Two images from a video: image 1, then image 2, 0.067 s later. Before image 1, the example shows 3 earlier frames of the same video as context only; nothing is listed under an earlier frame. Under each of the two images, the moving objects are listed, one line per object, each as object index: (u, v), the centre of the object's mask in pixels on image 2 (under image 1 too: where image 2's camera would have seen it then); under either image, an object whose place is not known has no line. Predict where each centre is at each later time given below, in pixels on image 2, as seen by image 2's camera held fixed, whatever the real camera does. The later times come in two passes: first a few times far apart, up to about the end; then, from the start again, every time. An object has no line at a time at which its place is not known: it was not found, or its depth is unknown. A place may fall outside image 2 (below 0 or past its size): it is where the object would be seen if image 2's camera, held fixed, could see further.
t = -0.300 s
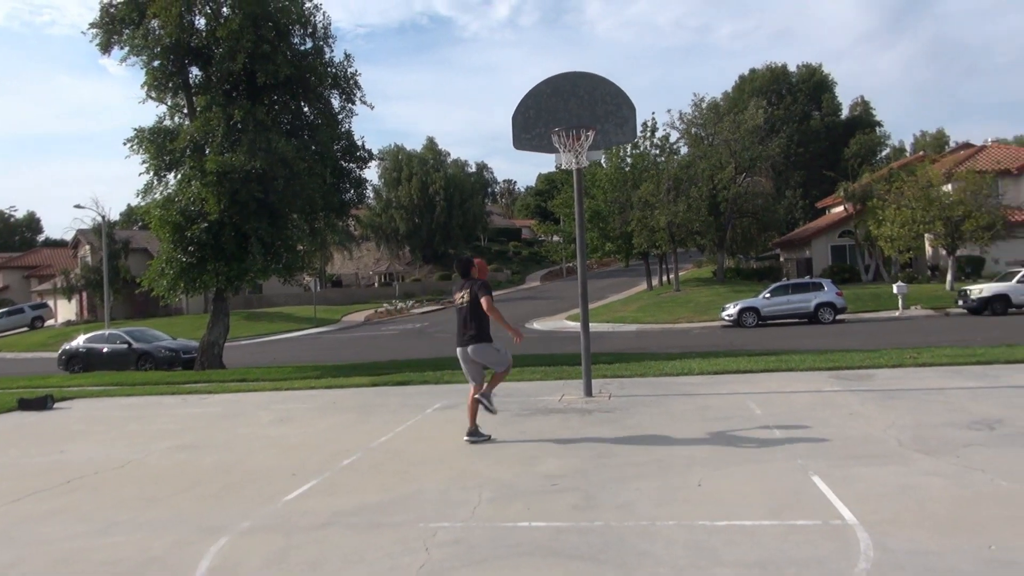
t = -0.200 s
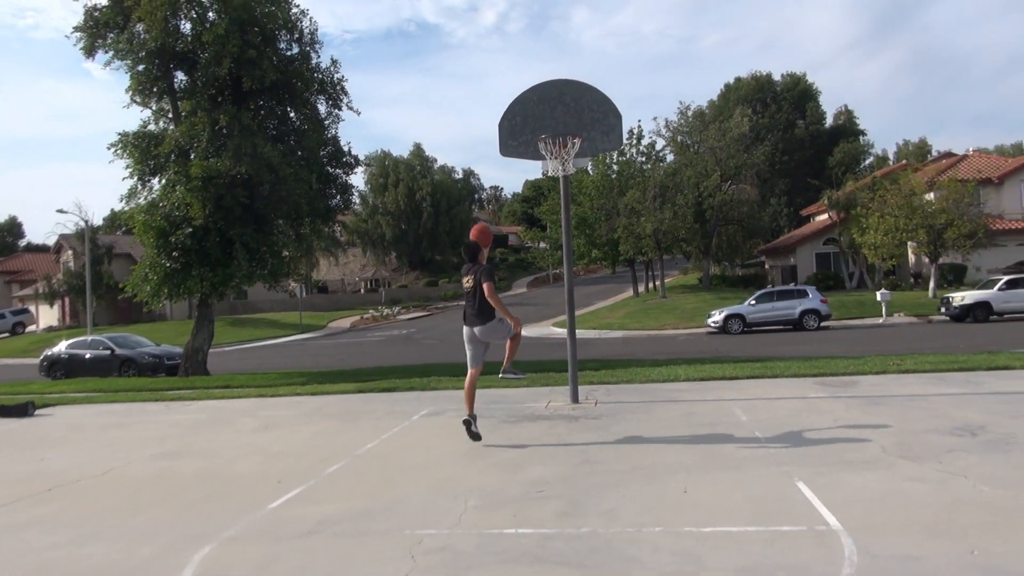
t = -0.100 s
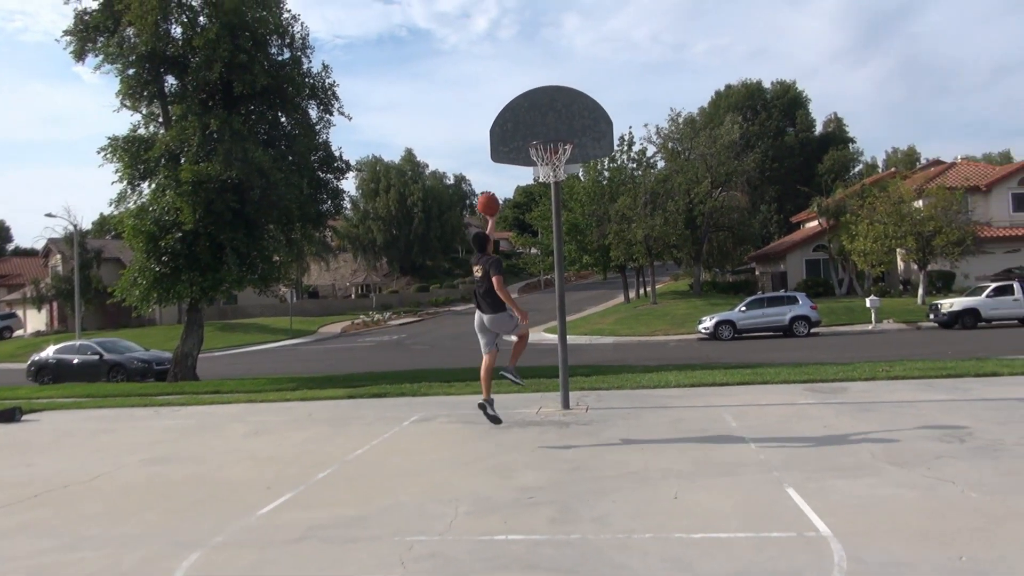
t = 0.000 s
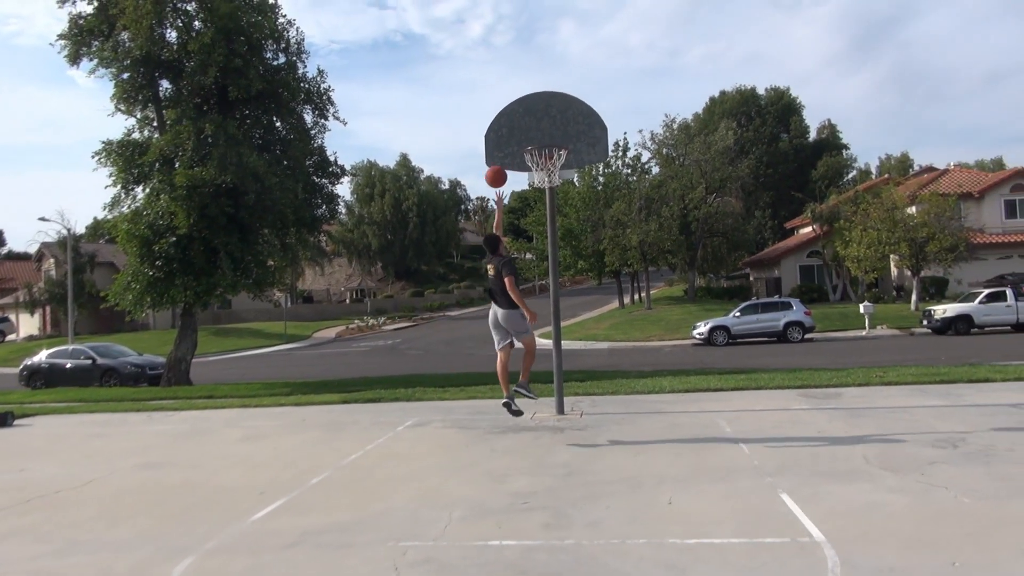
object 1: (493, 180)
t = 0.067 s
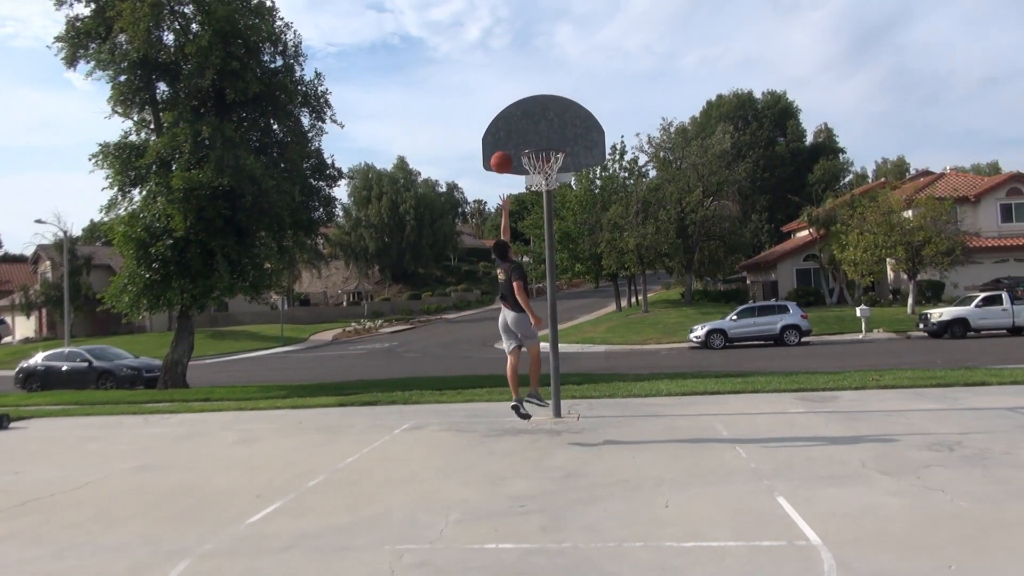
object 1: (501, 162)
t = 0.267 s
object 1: (524, 135)
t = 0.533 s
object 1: (541, 140)
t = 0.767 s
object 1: (551, 183)
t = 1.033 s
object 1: (544, 236)
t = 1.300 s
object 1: (539, 357)
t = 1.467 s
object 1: (535, 404)
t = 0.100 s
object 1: (506, 155)
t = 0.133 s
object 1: (509, 149)
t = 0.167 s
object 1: (514, 144)
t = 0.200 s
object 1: (518, 141)
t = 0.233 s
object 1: (522, 138)
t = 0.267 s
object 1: (524, 135)
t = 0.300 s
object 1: (526, 132)
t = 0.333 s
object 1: (528, 130)
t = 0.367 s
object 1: (530, 129)
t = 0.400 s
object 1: (532, 130)
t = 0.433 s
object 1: (534, 130)
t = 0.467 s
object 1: (537, 133)
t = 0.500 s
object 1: (539, 136)
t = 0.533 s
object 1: (541, 140)
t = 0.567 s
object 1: (544, 145)
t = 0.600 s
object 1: (546, 152)
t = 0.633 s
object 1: (549, 160)
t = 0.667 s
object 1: (550, 166)
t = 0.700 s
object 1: (551, 169)
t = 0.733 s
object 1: (551, 179)
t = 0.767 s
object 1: (551, 183)
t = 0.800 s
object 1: (550, 184)
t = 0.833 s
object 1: (549, 187)
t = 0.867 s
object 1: (548, 192)
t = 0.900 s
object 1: (547, 199)
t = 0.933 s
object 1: (546, 207)
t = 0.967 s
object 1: (545, 215)
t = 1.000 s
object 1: (545, 225)
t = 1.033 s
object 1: (544, 236)
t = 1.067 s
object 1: (543, 248)
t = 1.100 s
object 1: (542, 260)
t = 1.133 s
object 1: (541, 274)
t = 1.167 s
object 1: (541, 289)
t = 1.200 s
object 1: (541, 304)
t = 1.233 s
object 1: (540, 321)
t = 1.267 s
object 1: (540, 339)
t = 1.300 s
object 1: (539, 357)
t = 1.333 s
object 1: (539, 377)
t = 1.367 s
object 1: (539, 397)
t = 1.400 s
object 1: (539, 419)
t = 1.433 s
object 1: (538, 421)
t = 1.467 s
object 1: (535, 404)
